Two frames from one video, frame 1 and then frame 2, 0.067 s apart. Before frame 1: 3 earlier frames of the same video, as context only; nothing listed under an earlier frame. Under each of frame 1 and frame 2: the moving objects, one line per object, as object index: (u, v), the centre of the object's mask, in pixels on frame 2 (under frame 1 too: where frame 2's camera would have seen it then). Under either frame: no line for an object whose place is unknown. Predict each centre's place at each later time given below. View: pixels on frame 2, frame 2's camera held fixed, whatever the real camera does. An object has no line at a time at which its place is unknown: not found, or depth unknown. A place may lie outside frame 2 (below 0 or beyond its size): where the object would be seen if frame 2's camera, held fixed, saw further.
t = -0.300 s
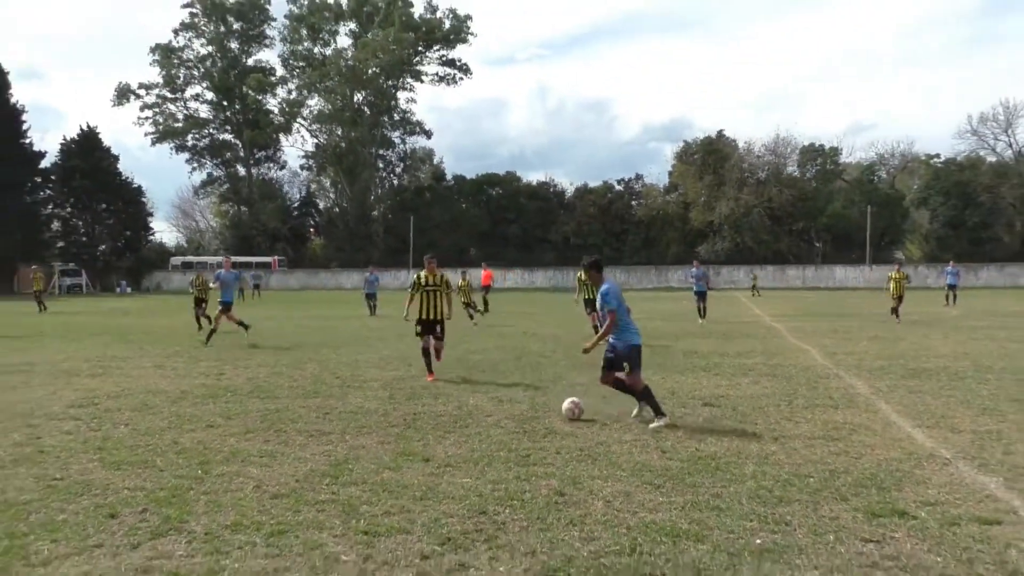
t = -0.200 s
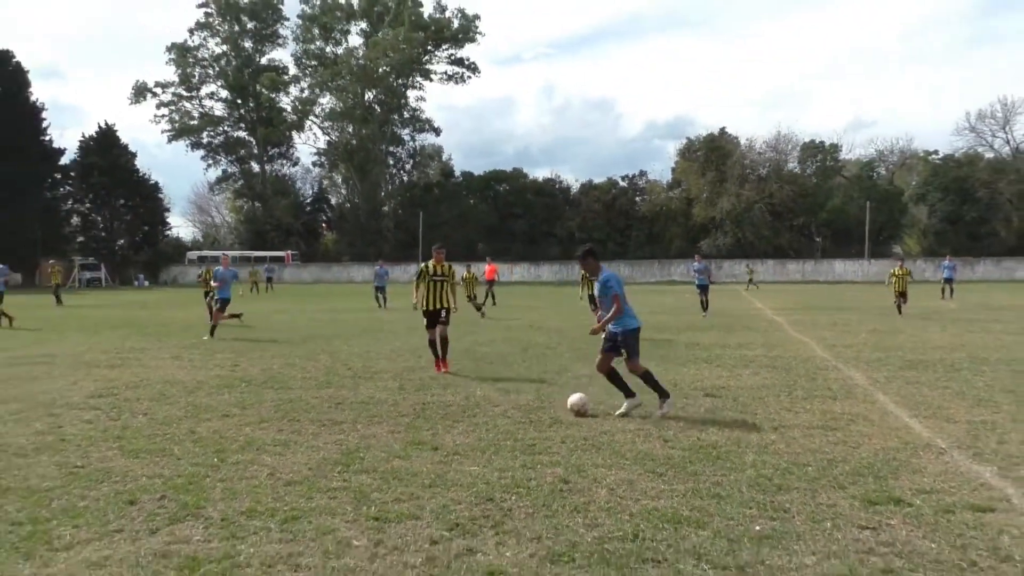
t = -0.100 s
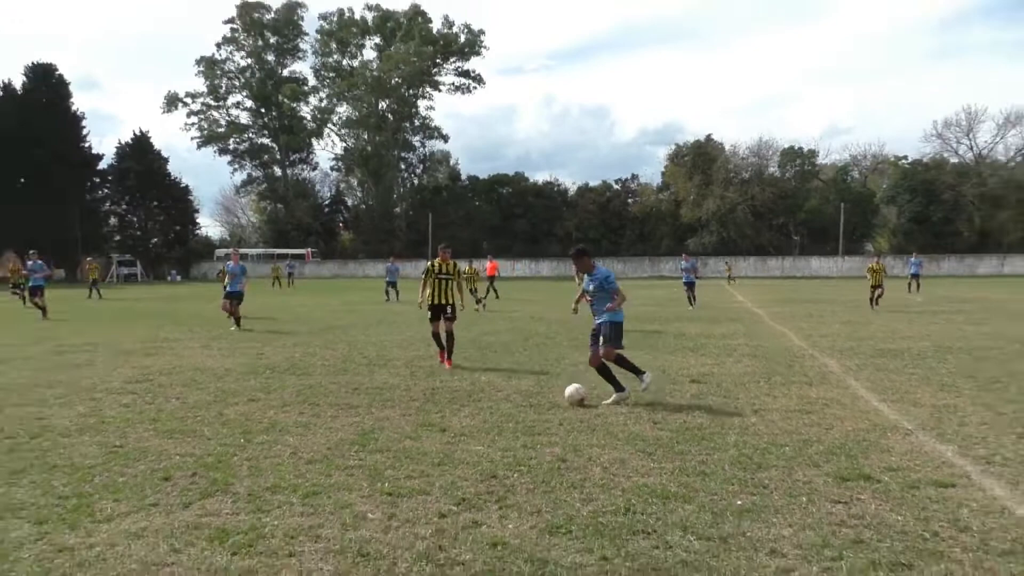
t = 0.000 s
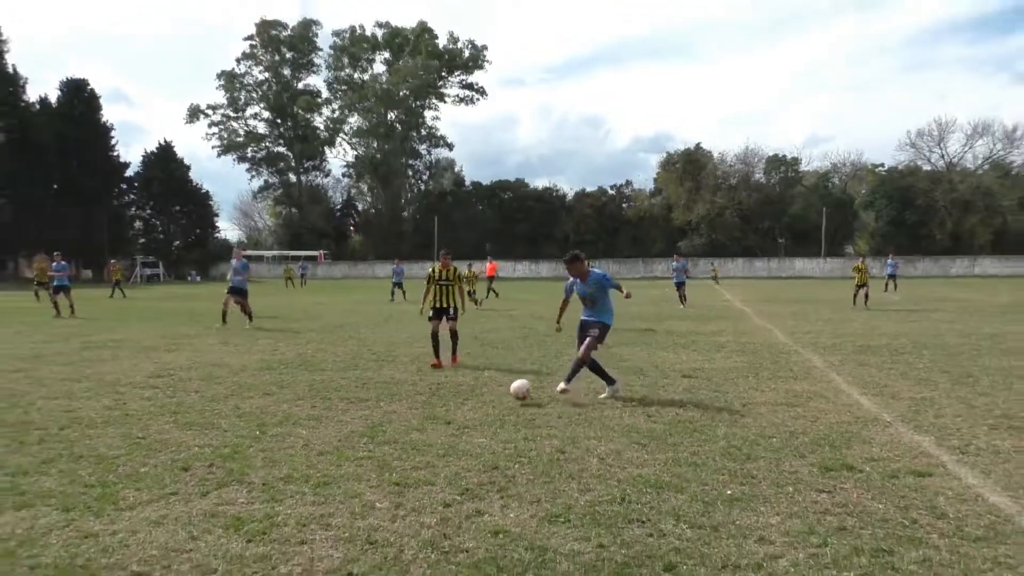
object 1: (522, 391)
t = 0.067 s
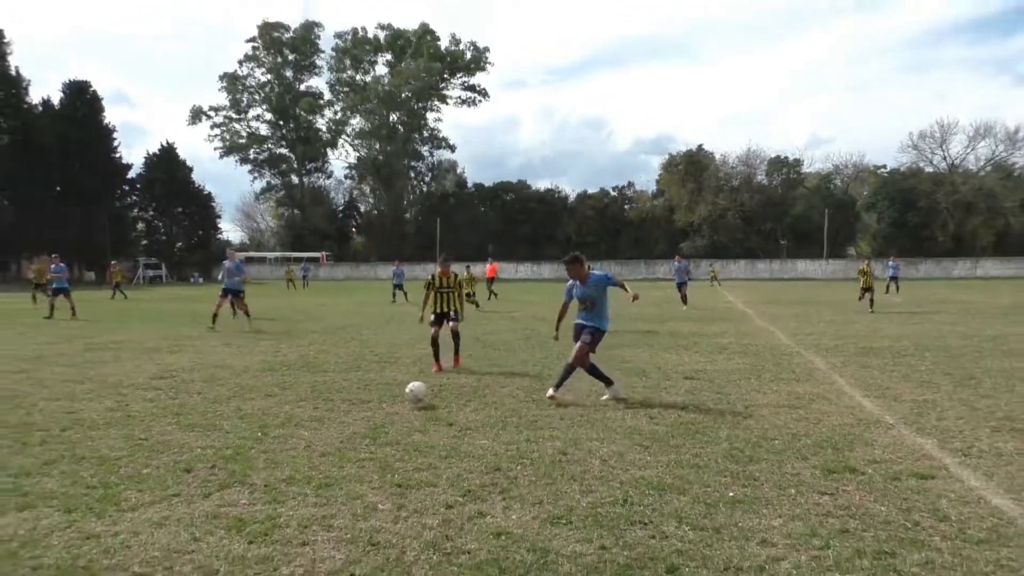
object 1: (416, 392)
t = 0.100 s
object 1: (363, 393)
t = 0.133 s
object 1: (308, 398)
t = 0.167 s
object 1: (254, 401)
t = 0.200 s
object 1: (205, 397)
